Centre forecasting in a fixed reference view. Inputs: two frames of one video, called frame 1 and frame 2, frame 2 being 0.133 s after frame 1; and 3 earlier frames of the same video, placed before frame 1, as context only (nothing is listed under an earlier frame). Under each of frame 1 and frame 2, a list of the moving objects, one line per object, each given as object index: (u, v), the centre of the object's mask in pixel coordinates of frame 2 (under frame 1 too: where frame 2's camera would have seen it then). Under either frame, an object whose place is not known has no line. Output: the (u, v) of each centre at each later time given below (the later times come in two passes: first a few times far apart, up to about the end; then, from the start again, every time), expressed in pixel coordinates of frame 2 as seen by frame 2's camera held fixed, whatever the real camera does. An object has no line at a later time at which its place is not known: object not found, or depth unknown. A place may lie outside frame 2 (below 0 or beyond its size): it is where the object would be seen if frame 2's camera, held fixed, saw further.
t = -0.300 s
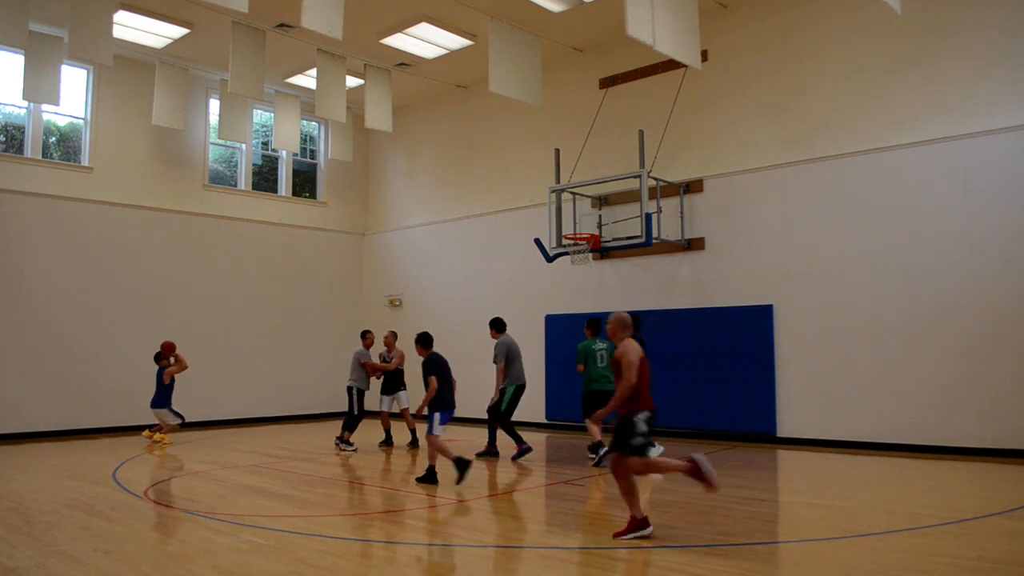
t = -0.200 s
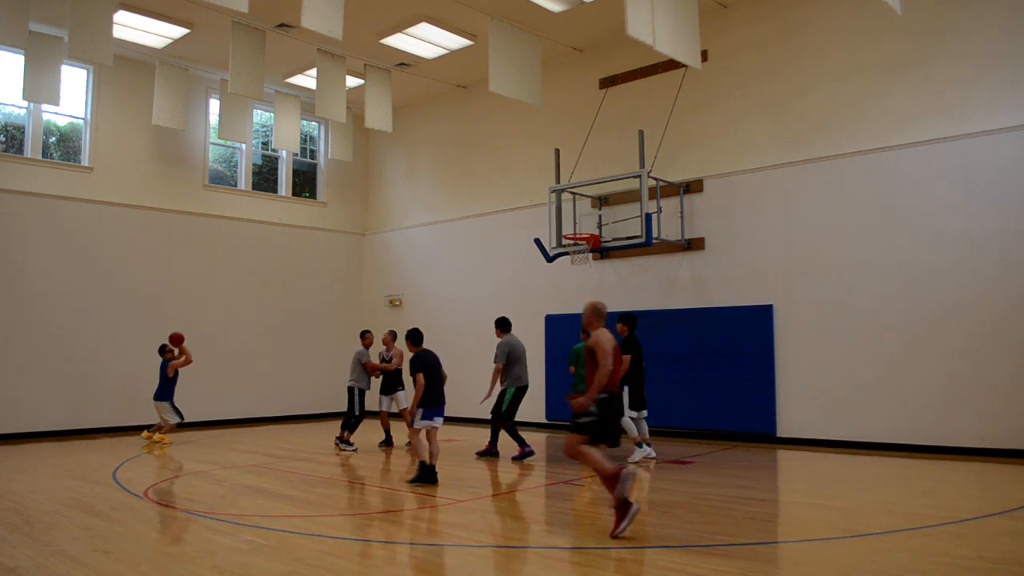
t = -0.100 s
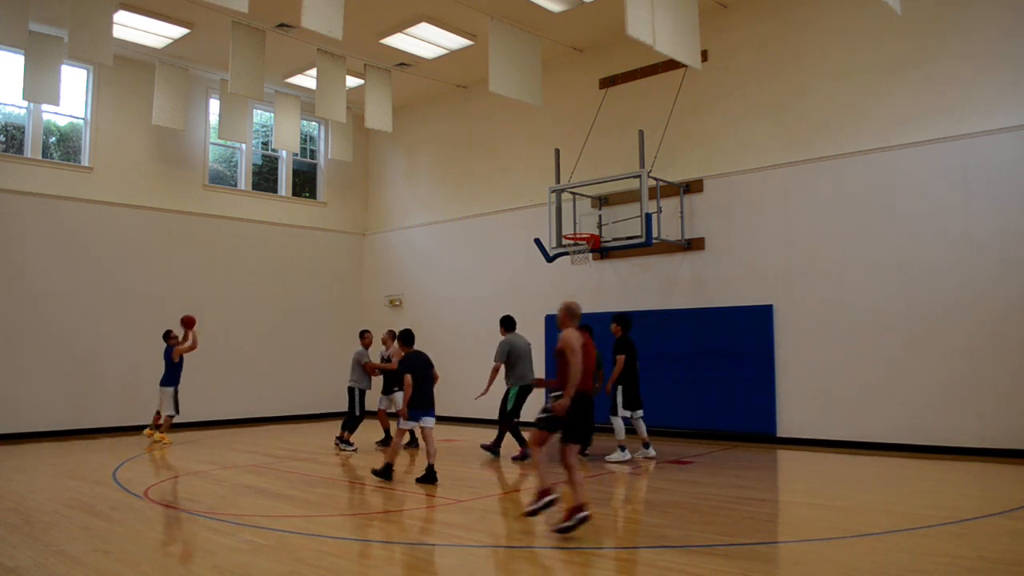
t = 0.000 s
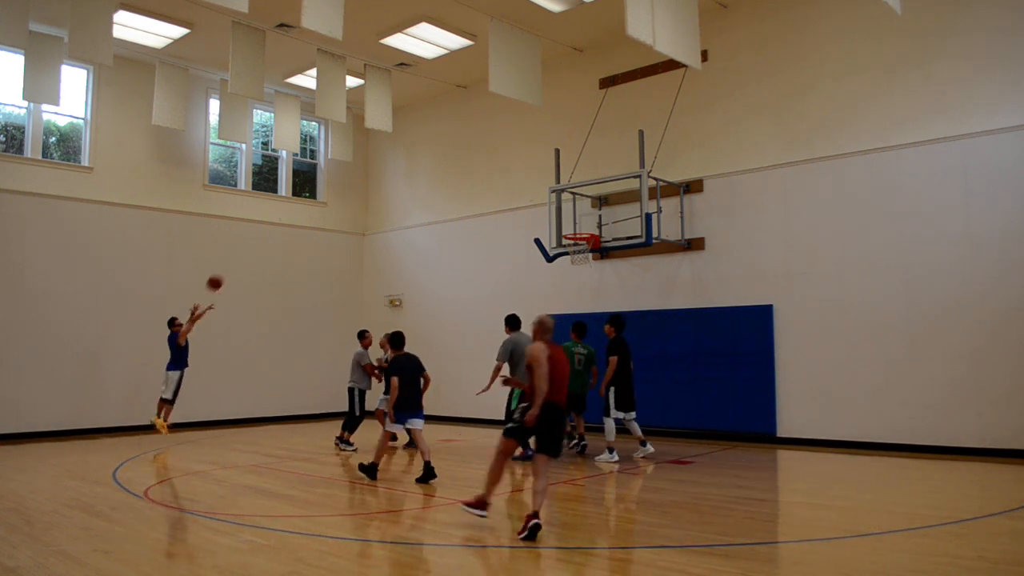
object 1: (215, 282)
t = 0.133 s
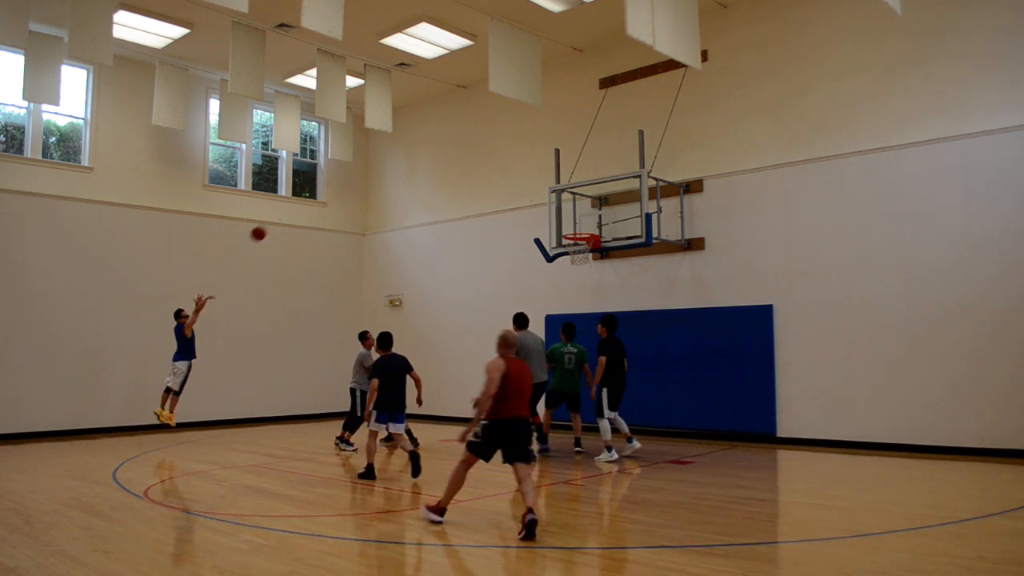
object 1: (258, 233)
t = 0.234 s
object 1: (290, 203)
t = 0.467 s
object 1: (365, 158)
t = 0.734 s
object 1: (451, 148)
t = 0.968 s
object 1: (525, 175)
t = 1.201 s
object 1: (586, 226)
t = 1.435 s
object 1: (566, 212)
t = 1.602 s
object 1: (550, 224)
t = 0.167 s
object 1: (269, 223)
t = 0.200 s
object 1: (280, 212)
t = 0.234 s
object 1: (290, 203)
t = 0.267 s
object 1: (301, 194)
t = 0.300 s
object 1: (312, 187)
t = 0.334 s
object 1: (323, 179)
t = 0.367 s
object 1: (334, 173)
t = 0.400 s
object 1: (344, 167)
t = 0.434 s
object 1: (355, 162)
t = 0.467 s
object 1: (365, 158)
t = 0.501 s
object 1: (376, 154)
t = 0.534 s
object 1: (387, 151)
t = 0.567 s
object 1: (397, 149)
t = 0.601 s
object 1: (408, 147)
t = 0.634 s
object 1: (419, 146)
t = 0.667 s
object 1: (429, 146)
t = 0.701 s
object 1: (440, 147)
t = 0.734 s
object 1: (451, 148)
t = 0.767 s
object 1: (462, 150)
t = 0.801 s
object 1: (472, 152)
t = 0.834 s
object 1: (483, 155)
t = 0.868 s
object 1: (493, 159)
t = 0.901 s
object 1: (504, 164)
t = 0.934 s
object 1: (515, 169)
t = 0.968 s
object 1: (525, 175)
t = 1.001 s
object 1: (536, 182)
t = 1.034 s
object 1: (546, 189)
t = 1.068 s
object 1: (557, 198)
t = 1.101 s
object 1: (569, 207)
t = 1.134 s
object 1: (579, 216)
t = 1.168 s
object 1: (587, 225)
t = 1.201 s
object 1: (586, 226)
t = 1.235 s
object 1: (583, 223)
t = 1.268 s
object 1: (581, 220)
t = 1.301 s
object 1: (578, 217)
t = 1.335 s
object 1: (575, 214)
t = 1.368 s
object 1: (572, 213)
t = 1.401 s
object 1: (569, 212)
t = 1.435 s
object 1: (566, 212)
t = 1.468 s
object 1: (562, 213)
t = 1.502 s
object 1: (559, 215)
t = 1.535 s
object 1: (556, 217)
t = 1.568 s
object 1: (553, 221)
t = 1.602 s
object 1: (550, 224)
